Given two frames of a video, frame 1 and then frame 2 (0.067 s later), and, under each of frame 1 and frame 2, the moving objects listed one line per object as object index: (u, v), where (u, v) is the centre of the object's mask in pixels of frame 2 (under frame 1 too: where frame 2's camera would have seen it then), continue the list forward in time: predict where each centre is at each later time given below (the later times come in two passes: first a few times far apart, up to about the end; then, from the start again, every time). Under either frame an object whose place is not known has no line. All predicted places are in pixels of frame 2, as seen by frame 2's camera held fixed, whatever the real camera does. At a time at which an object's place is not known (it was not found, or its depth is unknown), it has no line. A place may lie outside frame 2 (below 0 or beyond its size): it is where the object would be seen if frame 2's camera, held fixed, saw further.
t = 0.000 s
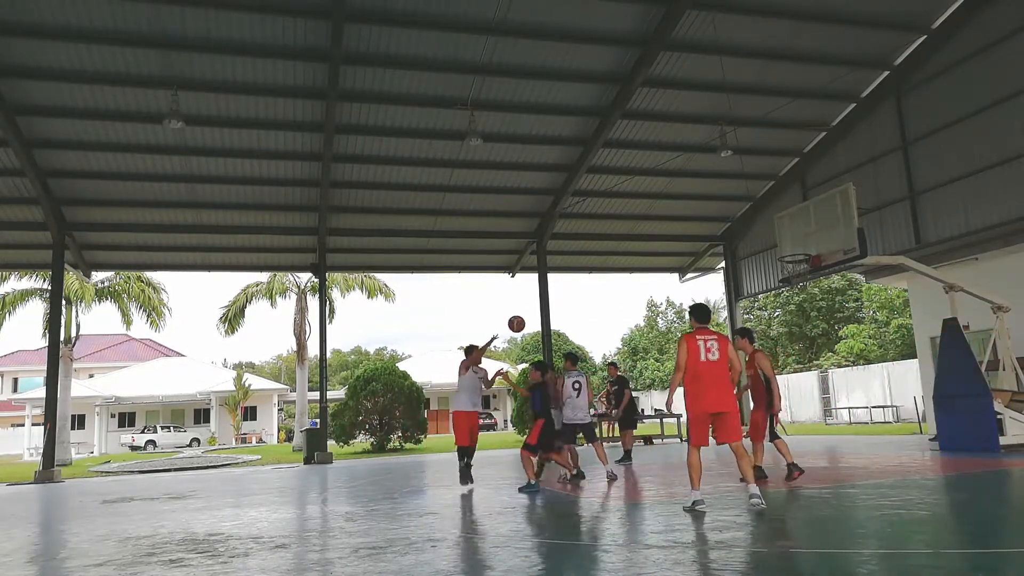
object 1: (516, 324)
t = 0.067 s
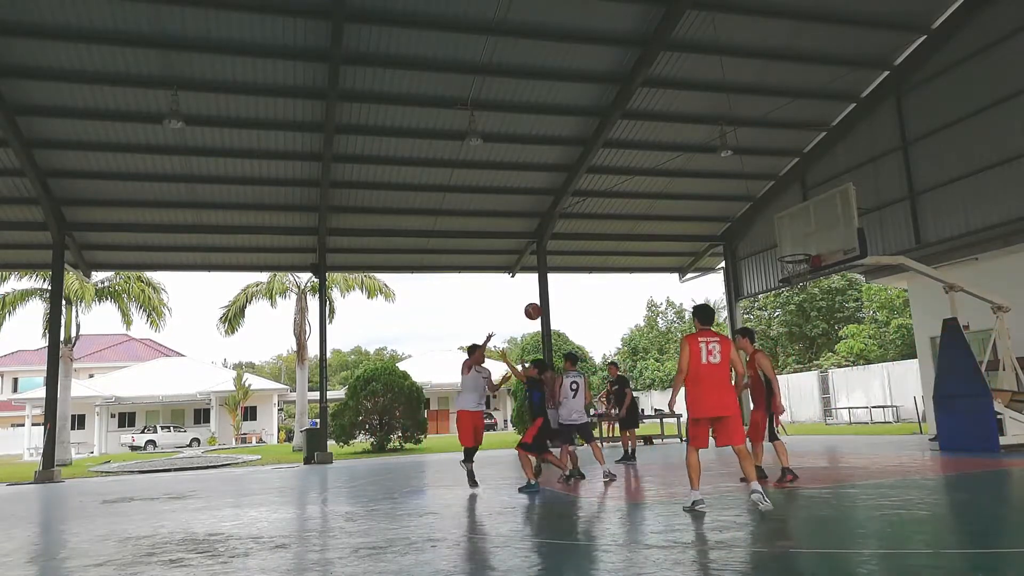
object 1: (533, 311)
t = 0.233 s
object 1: (574, 293)
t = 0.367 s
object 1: (608, 293)
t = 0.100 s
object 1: (541, 306)
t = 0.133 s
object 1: (550, 302)
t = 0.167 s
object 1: (557, 298)
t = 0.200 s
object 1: (566, 295)
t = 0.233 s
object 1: (574, 293)
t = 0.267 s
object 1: (582, 292)
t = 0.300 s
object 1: (591, 292)
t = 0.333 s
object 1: (599, 292)
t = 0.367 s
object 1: (608, 293)
